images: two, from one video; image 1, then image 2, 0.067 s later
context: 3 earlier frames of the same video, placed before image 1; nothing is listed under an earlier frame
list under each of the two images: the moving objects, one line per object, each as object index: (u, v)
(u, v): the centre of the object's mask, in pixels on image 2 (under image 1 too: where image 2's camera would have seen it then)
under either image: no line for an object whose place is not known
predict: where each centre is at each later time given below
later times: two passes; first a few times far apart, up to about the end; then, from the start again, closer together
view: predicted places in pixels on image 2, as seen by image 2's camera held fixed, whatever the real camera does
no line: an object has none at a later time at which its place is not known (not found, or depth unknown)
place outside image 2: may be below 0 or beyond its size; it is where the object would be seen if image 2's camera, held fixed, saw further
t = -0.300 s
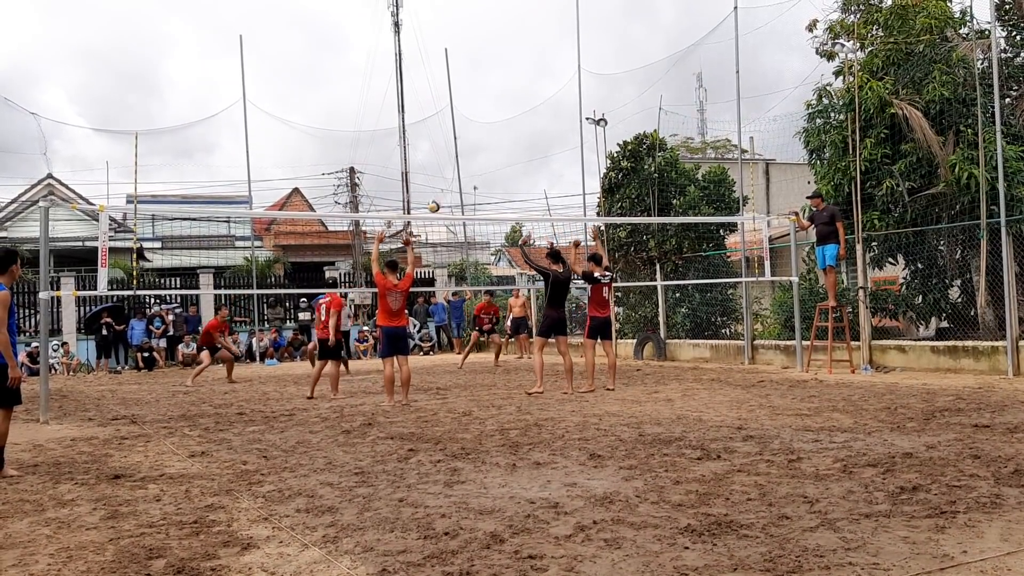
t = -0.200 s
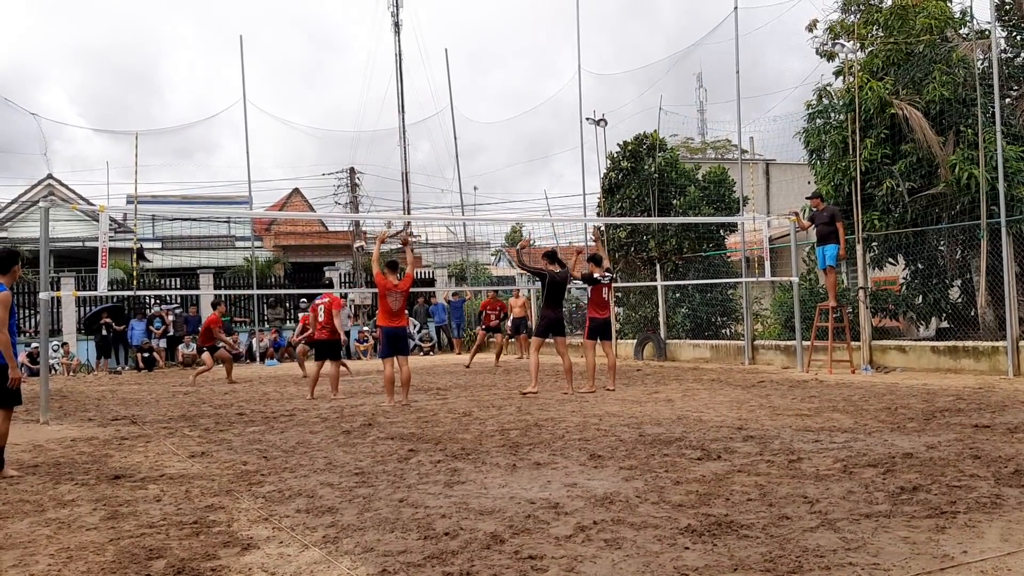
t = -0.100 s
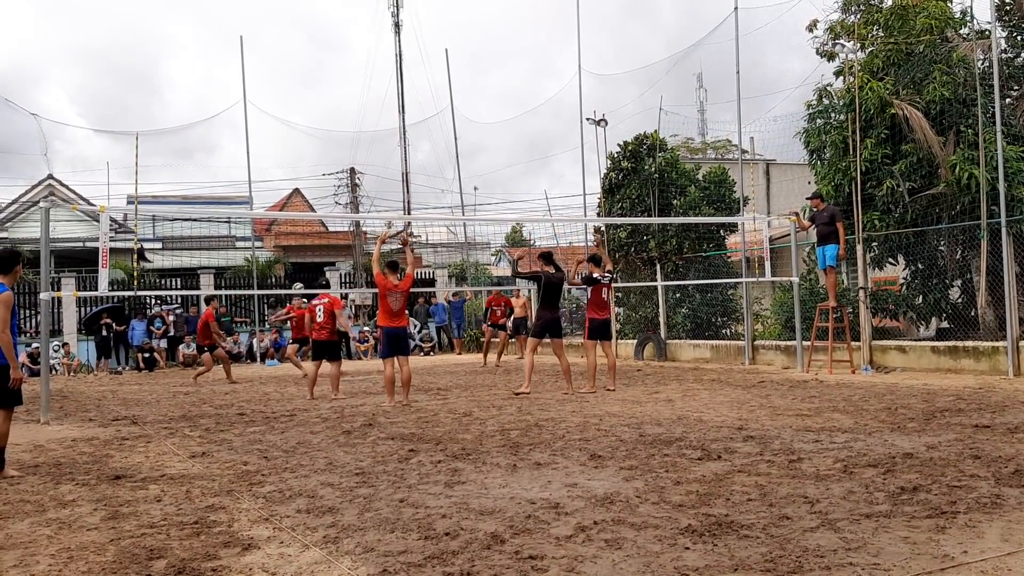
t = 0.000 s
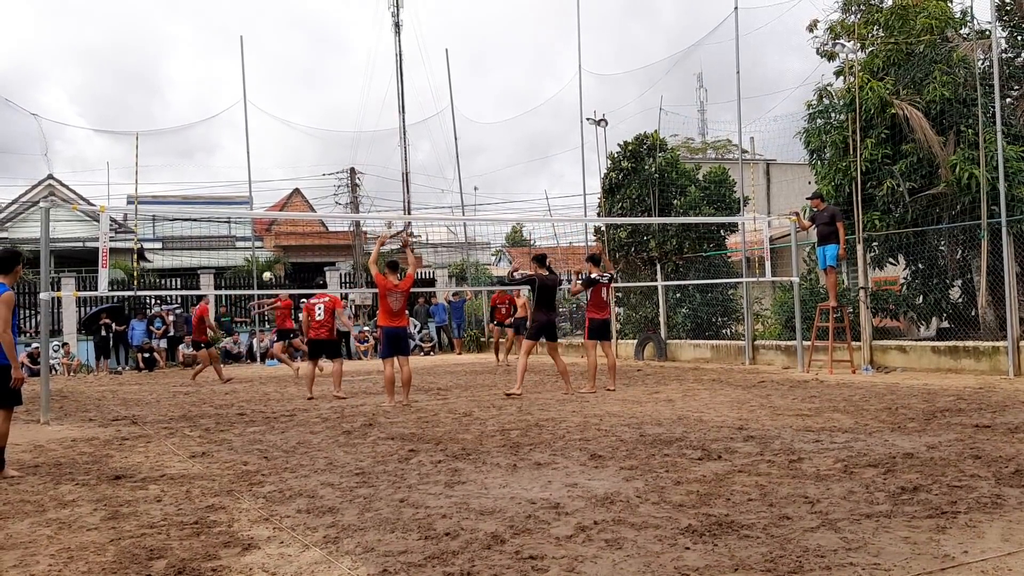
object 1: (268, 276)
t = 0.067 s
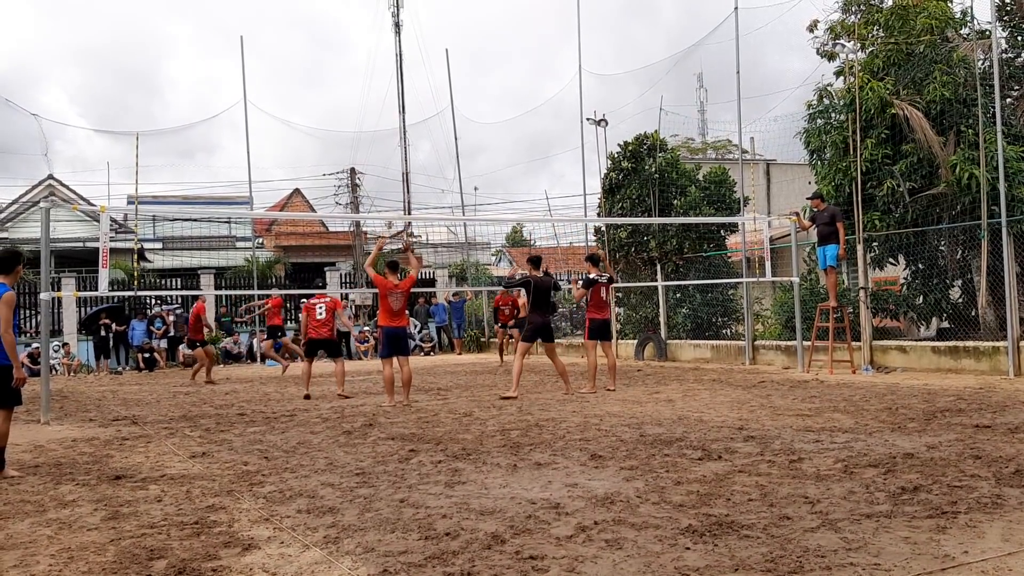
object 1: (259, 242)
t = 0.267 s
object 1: (238, 156)
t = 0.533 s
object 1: (207, 71)
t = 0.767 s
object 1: (179, 27)
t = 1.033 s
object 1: (149, 12)
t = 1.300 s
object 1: (118, 36)
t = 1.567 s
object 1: (88, 105)
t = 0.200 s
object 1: (245, 183)
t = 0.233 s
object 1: (242, 169)
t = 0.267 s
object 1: (238, 156)
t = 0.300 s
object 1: (233, 143)
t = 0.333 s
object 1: (230, 131)
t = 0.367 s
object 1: (226, 119)
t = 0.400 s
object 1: (222, 109)
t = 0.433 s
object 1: (218, 98)
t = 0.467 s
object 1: (214, 88)
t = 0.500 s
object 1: (210, 79)
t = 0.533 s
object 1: (207, 71)
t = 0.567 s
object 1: (202, 63)
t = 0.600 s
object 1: (198, 55)
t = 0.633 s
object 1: (195, 48)
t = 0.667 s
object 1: (191, 42)
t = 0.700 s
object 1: (187, 36)
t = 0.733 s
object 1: (183, 31)
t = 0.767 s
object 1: (179, 27)
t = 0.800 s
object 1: (176, 22)
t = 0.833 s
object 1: (172, 19)
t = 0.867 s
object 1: (168, 16)
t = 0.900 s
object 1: (164, 14)
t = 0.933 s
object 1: (160, 13)
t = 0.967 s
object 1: (156, 11)
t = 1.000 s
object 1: (152, 11)
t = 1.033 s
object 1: (149, 12)
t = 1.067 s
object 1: (145, 12)
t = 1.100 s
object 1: (141, 14)
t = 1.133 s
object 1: (137, 16)
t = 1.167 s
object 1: (133, 19)
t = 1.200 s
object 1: (130, 22)
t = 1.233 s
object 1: (126, 26)
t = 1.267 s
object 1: (122, 31)
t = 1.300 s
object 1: (118, 36)
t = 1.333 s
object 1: (115, 43)
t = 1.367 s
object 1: (111, 50)
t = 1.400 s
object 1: (107, 57)
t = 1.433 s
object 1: (103, 65)
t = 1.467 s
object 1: (99, 74)
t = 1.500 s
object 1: (96, 84)
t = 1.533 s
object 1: (92, 94)
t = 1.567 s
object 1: (88, 105)
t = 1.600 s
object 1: (84, 116)
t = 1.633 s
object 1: (81, 129)
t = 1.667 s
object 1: (77, 142)
